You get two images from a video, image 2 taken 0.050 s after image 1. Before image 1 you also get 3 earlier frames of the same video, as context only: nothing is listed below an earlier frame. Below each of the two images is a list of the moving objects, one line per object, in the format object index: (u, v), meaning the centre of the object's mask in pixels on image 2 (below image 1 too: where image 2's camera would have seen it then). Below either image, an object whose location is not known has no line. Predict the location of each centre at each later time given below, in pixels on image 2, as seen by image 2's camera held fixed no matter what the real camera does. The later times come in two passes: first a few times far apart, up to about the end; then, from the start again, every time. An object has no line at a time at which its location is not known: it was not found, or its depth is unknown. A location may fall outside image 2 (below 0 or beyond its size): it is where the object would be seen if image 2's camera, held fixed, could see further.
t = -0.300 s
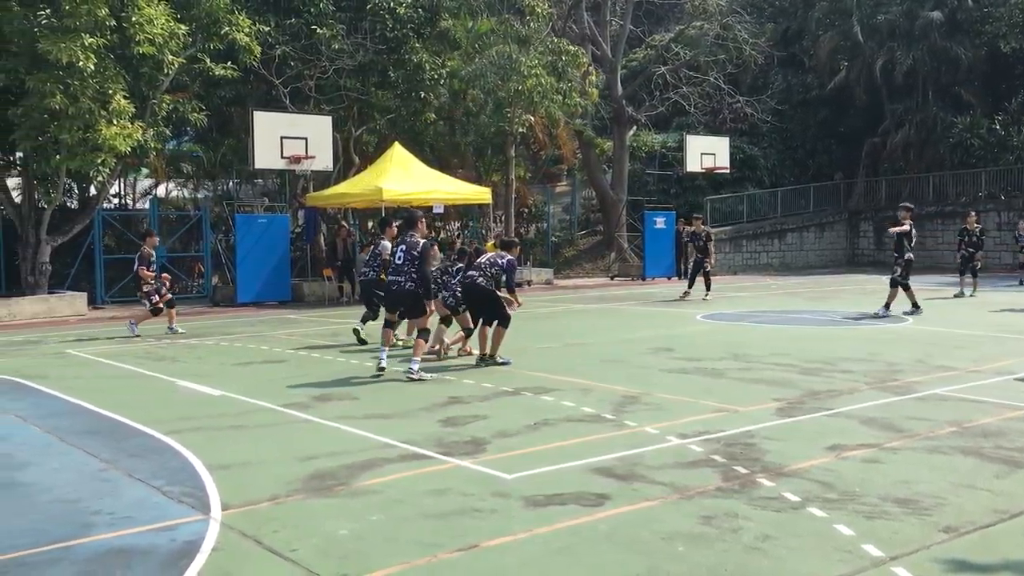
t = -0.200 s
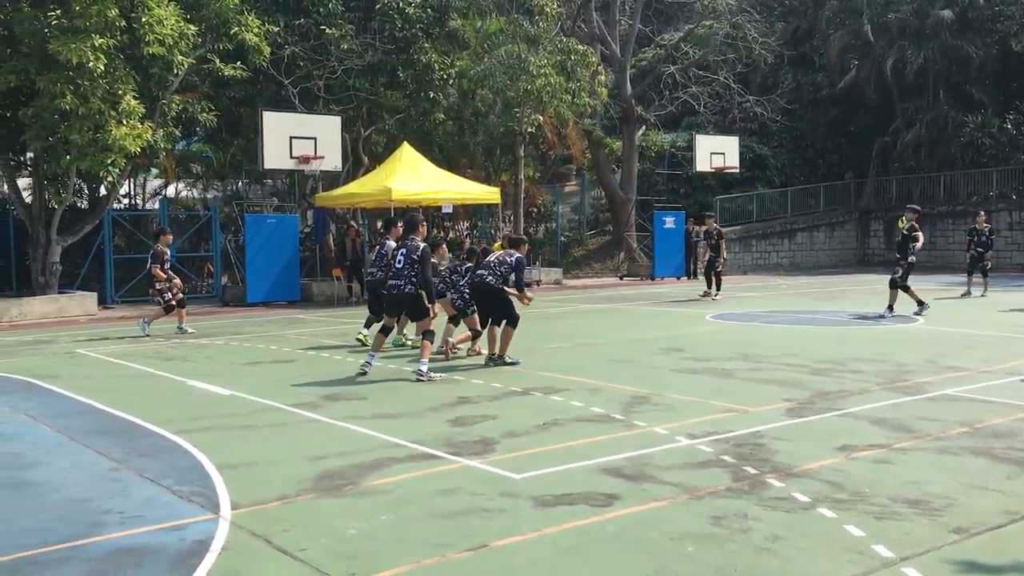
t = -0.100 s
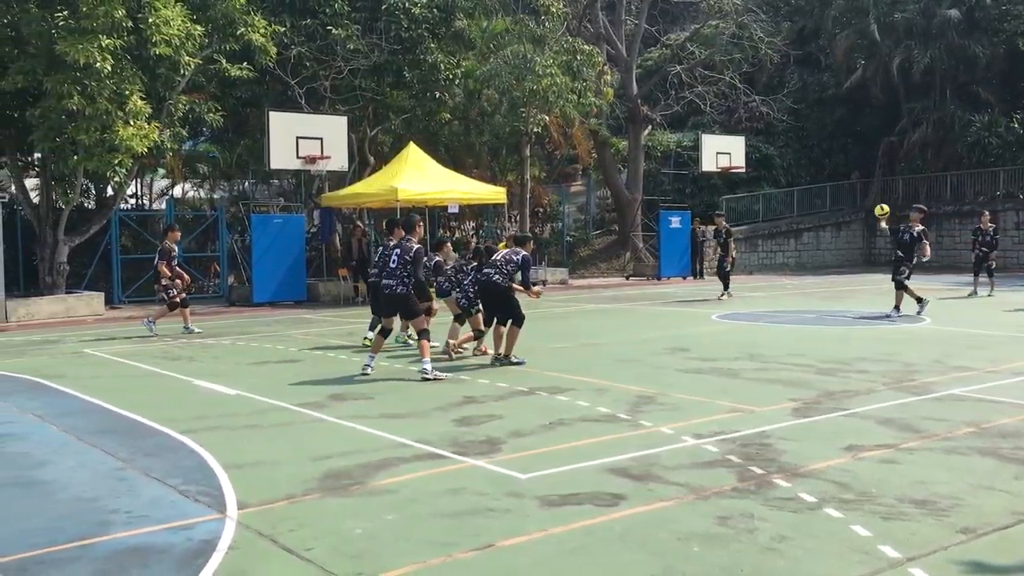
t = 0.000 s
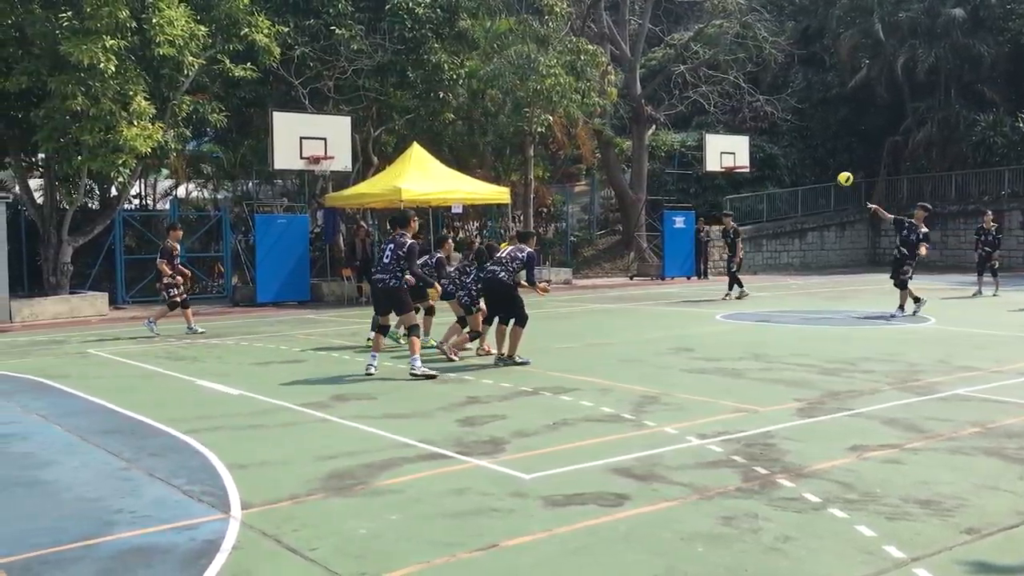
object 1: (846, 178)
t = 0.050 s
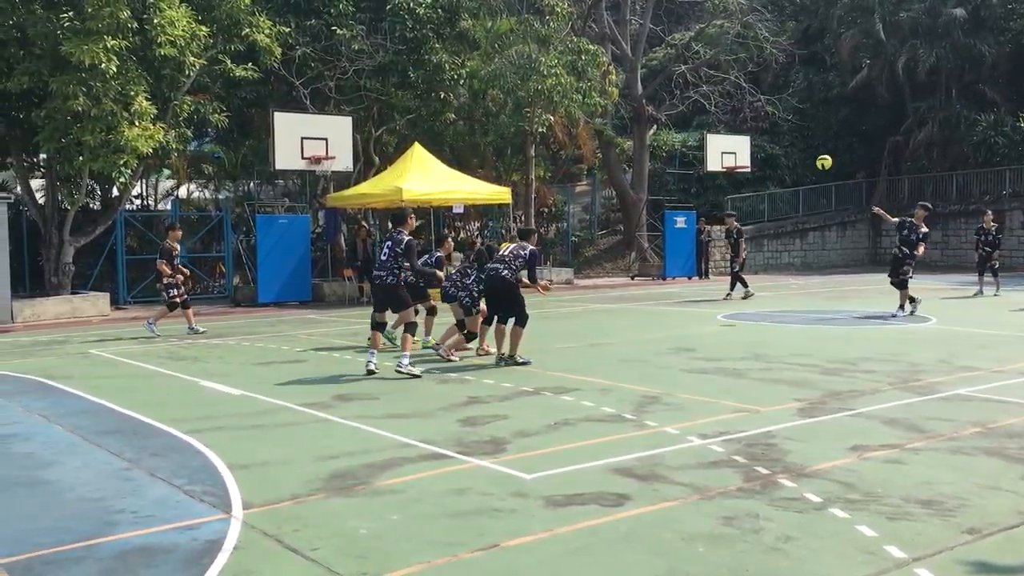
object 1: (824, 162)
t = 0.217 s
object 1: (742, 113)
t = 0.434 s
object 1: (617, 67)
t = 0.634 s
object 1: (478, 50)
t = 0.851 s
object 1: (288, 69)
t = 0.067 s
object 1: (816, 157)
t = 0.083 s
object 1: (808, 151)
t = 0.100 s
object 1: (800, 146)
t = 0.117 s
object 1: (793, 141)
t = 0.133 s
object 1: (785, 136)
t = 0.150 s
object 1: (776, 132)
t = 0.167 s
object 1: (768, 126)
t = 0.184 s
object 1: (760, 122)
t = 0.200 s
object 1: (751, 117)
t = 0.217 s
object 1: (742, 113)
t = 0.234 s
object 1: (734, 109)
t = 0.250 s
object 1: (725, 105)
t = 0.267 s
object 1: (716, 100)
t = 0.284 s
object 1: (707, 97)
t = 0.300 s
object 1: (698, 93)
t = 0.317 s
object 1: (688, 89)
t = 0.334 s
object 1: (679, 86)
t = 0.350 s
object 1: (669, 82)
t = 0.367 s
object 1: (659, 79)
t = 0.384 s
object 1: (649, 76)
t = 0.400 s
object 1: (639, 73)
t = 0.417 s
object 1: (628, 71)
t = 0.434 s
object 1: (617, 67)
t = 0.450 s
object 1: (607, 65)
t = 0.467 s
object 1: (596, 63)
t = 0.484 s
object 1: (585, 61)
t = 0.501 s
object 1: (574, 59)
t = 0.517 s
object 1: (563, 57)
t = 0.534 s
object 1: (551, 56)
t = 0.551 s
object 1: (539, 54)
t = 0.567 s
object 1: (527, 53)
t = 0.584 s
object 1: (516, 53)
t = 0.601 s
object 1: (503, 51)
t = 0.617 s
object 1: (490, 50)
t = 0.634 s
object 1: (478, 50)
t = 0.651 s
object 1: (464, 50)
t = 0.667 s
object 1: (451, 50)
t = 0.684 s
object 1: (437, 51)
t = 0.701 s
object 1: (425, 51)
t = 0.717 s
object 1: (410, 52)
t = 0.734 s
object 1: (396, 54)
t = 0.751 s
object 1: (381, 55)
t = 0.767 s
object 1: (367, 56)
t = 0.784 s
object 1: (351, 57)
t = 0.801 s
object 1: (336, 61)
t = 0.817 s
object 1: (320, 63)
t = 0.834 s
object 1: (304, 67)
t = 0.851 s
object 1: (288, 69)
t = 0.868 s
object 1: (272, 73)
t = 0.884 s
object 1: (255, 77)
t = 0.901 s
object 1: (237, 81)
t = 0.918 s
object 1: (220, 86)
